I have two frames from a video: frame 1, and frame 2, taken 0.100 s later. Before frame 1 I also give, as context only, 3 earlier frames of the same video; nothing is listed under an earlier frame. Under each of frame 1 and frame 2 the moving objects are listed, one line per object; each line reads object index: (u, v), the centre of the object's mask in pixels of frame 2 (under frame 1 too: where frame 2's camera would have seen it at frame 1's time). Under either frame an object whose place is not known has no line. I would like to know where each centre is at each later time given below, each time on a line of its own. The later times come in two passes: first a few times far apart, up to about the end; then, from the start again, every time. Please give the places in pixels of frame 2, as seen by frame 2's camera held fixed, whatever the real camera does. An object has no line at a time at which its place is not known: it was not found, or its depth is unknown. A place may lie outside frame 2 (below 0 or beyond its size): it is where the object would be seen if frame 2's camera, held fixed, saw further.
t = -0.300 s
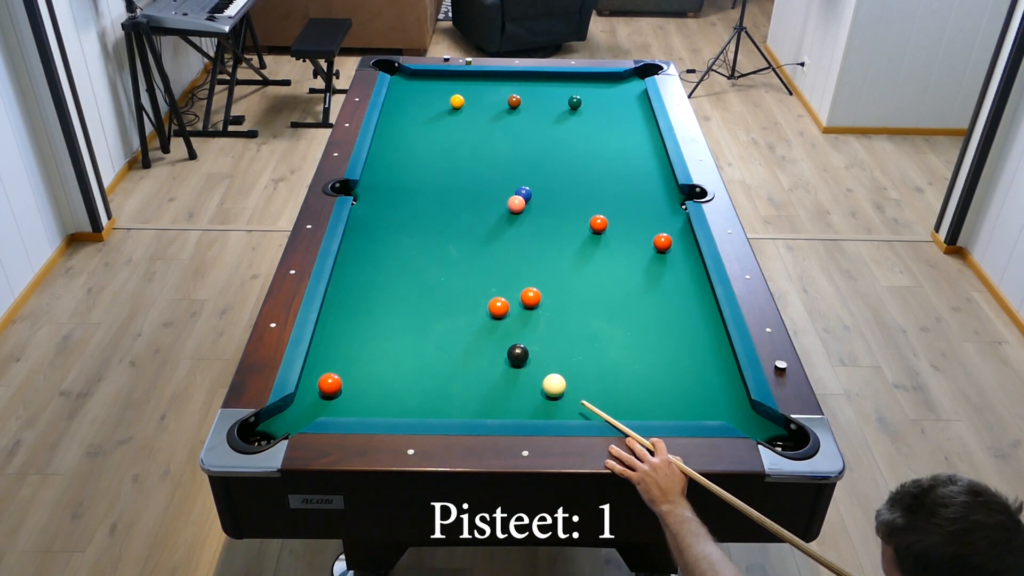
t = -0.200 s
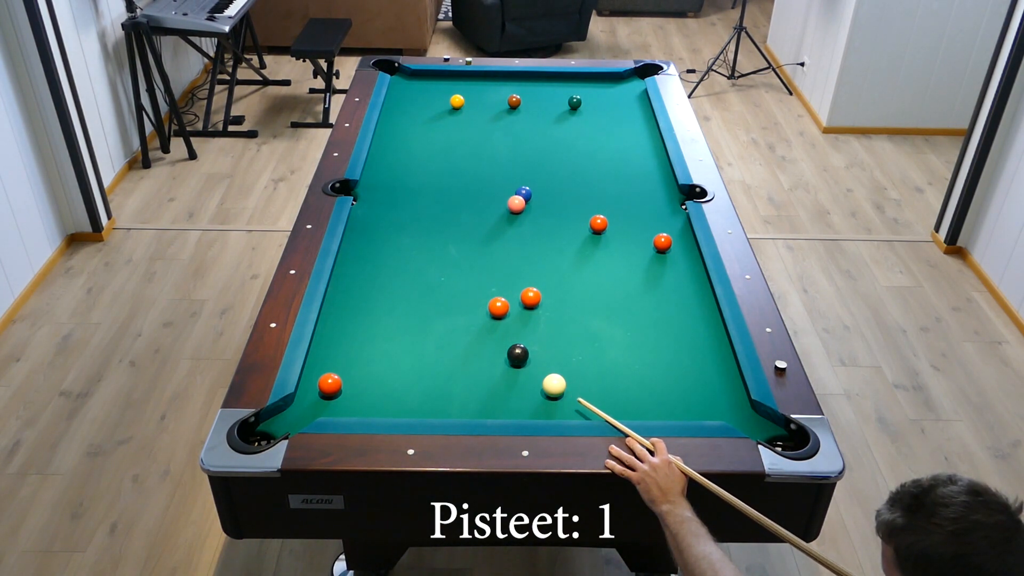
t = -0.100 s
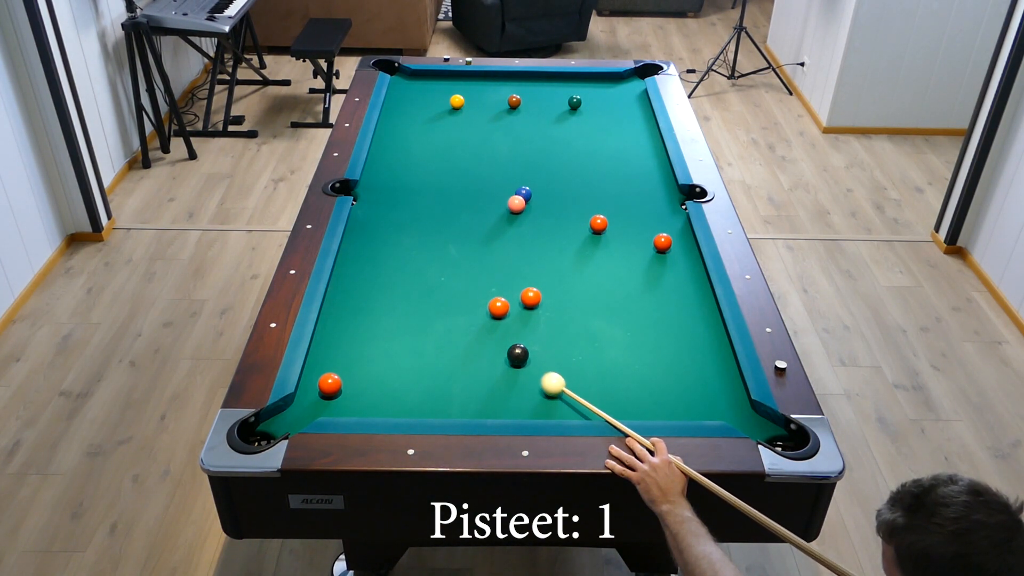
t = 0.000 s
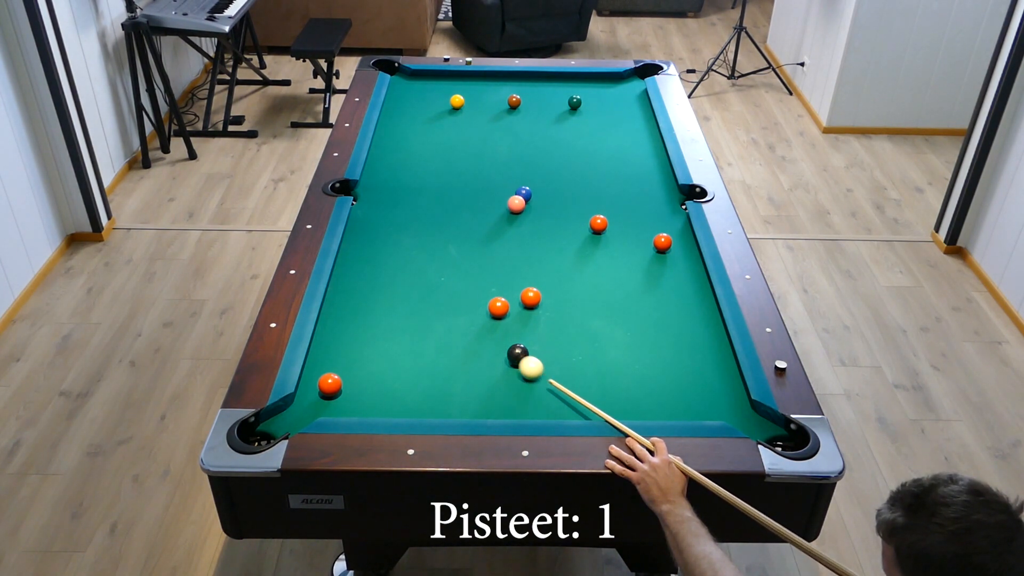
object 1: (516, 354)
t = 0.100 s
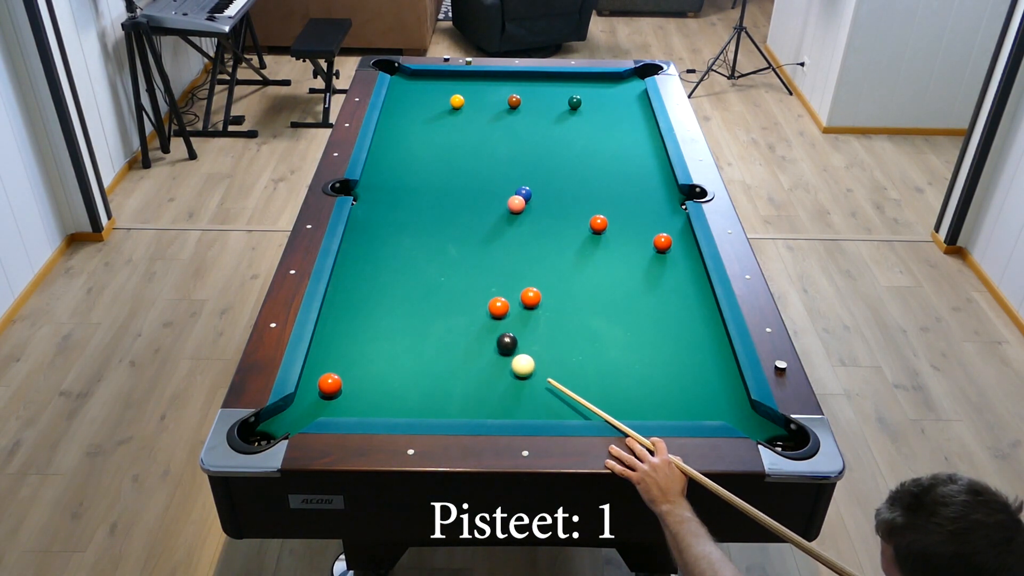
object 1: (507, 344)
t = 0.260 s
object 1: (492, 329)
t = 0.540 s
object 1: (469, 305)
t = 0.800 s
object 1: (450, 286)
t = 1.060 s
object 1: (434, 269)
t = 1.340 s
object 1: (418, 253)
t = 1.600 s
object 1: (406, 240)
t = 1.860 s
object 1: (394, 228)
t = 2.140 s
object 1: (384, 217)
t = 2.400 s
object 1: (376, 208)
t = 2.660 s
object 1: (369, 200)
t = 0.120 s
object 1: (505, 342)
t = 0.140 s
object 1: (503, 340)
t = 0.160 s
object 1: (501, 338)
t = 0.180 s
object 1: (499, 336)
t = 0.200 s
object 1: (498, 335)
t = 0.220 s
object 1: (496, 333)
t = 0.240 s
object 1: (494, 331)
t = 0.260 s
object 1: (492, 329)
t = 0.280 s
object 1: (491, 327)
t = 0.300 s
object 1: (489, 325)
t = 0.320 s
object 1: (487, 324)
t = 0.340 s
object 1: (486, 322)
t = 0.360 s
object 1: (484, 320)
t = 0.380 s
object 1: (482, 318)
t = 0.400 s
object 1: (480, 317)
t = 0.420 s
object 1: (479, 315)
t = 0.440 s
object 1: (477, 313)
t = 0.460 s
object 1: (475, 312)
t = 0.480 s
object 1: (474, 310)
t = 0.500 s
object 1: (472, 308)
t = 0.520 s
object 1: (471, 307)
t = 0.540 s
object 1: (469, 305)
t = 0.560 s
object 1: (468, 304)
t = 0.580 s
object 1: (466, 302)
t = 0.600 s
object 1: (465, 301)
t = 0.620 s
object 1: (463, 299)
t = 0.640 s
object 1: (462, 298)
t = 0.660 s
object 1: (460, 296)
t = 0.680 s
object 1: (459, 294)
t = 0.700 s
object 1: (457, 293)
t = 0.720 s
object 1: (456, 292)
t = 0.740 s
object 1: (455, 290)
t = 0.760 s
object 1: (453, 289)
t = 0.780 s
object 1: (452, 287)
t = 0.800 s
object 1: (450, 286)
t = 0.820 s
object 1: (449, 284)
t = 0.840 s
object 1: (448, 283)
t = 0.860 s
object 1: (447, 282)
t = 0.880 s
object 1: (445, 281)
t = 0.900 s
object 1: (444, 279)
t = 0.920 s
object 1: (443, 278)
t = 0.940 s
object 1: (441, 276)
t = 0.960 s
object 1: (440, 275)
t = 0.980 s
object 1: (439, 274)
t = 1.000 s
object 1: (438, 273)
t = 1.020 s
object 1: (436, 271)
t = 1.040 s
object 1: (435, 270)
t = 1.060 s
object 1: (434, 269)
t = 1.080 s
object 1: (433, 268)
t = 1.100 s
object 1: (432, 266)
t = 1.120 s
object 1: (430, 265)
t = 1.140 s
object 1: (429, 264)
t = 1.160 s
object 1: (428, 263)
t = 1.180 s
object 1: (427, 262)
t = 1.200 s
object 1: (426, 260)
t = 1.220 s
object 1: (425, 259)
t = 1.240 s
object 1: (424, 258)
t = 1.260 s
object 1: (423, 257)
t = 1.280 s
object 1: (422, 256)
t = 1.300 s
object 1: (420, 255)
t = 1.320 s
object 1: (419, 254)
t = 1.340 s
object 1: (418, 253)
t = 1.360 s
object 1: (417, 252)
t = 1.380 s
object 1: (416, 251)
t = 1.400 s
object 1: (415, 250)
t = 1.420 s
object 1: (414, 249)
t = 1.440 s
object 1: (413, 247)
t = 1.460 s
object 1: (412, 246)
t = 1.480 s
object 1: (411, 245)
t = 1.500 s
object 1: (410, 245)
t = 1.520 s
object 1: (409, 243)
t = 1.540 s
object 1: (408, 242)
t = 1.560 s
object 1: (407, 241)
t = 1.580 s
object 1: (406, 241)
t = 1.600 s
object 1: (406, 240)
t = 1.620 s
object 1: (405, 239)
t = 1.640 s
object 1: (404, 238)
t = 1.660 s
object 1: (403, 237)
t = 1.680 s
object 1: (402, 236)
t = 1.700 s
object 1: (401, 235)
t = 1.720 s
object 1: (400, 234)
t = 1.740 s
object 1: (399, 233)
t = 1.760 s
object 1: (398, 232)
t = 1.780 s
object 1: (398, 231)
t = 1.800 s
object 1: (397, 230)
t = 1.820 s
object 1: (396, 230)
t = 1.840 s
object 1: (395, 229)
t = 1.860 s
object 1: (394, 228)
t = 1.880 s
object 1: (393, 227)
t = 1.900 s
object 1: (393, 226)
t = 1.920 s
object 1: (392, 225)
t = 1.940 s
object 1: (391, 225)
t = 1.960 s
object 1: (390, 224)
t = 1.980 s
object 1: (390, 223)
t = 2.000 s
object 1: (389, 222)
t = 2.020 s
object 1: (388, 221)
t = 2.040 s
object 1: (387, 221)
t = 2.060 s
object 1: (387, 220)
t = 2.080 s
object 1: (386, 219)
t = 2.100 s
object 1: (385, 219)
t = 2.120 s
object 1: (385, 218)
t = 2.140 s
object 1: (384, 217)
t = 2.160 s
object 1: (383, 216)
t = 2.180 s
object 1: (383, 215)
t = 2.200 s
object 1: (382, 215)
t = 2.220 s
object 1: (381, 214)
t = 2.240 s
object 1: (381, 213)
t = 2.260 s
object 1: (380, 213)
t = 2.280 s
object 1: (379, 212)
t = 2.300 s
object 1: (379, 211)
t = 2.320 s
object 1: (378, 211)
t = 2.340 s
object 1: (377, 210)
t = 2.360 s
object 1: (377, 209)
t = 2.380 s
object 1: (376, 209)
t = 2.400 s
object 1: (376, 208)
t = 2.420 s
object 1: (375, 207)
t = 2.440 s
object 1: (375, 207)
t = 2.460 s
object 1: (374, 206)
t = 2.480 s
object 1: (373, 205)
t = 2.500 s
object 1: (373, 205)
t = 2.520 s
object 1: (372, 204)
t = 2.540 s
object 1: (372, 204)
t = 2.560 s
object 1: (371, 203)
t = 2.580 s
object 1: (371, 203)
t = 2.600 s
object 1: (370, 202)
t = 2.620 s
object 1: (370, 202)
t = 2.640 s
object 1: (369, 201)
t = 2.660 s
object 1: (369, 200)
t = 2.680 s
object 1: (368, 200)
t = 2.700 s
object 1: (368, 199)
